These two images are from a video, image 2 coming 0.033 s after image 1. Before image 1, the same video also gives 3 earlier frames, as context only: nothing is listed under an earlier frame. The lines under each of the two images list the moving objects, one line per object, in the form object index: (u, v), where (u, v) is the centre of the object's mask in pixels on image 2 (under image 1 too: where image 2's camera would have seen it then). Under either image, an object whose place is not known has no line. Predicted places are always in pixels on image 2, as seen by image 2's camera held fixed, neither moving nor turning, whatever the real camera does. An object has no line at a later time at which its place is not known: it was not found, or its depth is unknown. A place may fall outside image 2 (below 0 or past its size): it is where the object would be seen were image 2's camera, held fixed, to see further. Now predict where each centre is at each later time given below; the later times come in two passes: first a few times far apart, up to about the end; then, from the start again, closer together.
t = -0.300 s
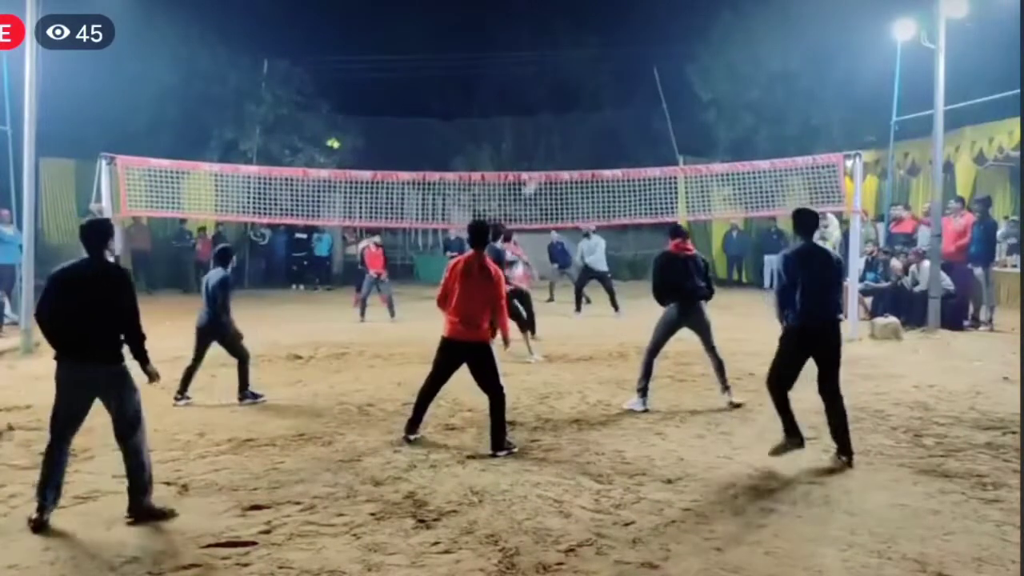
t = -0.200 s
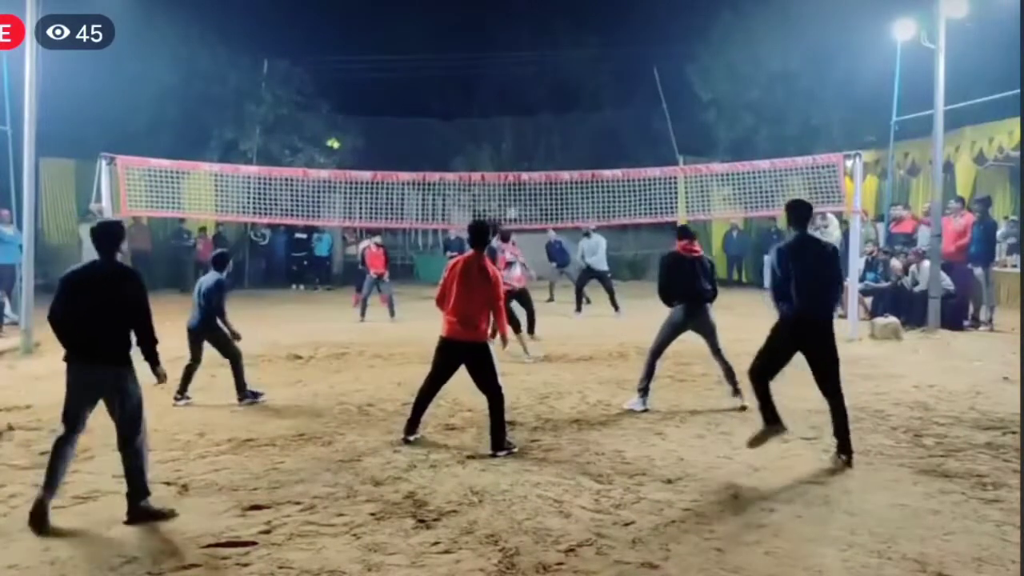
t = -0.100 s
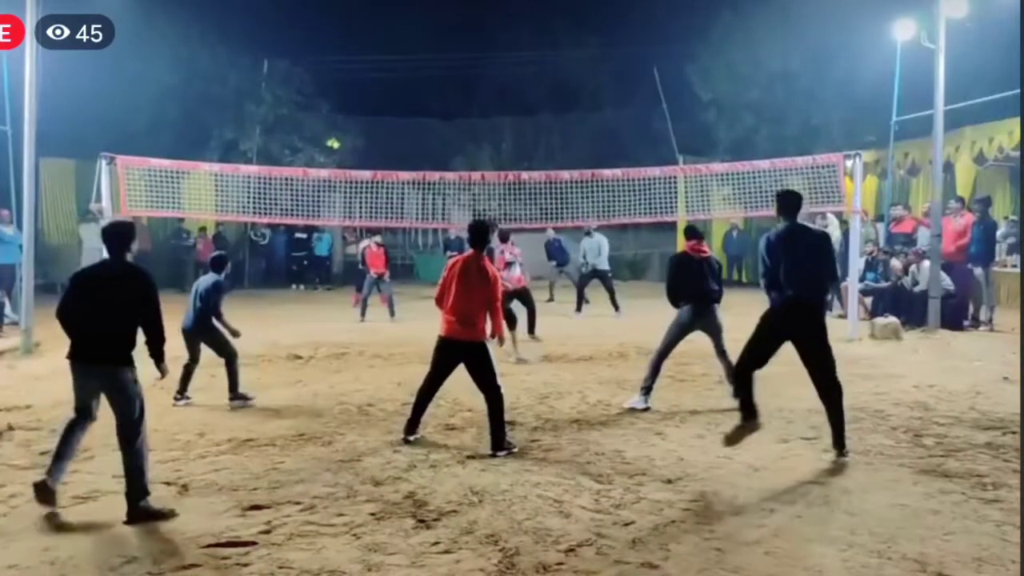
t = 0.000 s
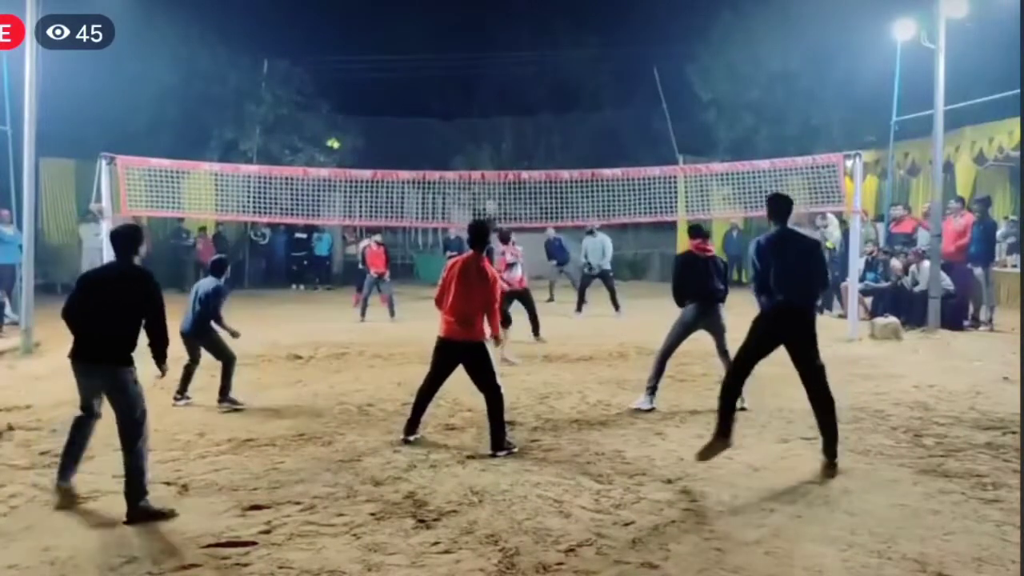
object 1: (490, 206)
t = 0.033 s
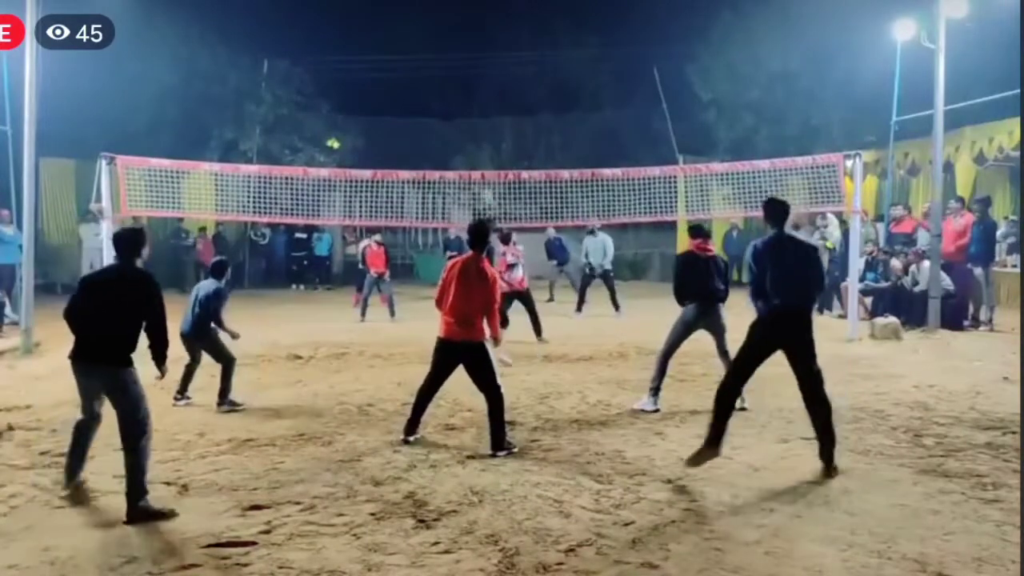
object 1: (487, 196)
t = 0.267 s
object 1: (470, 136)
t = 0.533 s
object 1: (443, 100)
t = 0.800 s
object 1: (408, 116)
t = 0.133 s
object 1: (479, 166)
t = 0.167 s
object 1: (478, 159)
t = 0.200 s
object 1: (476, 151)
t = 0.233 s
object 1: (473, 143)
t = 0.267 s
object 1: (470, 136)
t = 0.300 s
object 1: (467, 130)
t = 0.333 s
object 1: (464, 123)
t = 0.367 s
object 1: (461, 118)
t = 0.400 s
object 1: (458, 113)
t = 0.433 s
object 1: (455, 109)
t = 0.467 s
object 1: (451, 105)
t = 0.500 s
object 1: (447, 102)
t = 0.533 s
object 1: (443, 100)
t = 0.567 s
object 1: (439, 99)
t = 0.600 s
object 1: (435, 99)
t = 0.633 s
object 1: (432, 99)
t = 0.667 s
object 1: (427, 100)
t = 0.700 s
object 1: (423, 102)
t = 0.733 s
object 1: (418, 106)
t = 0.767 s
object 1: (413, 111)
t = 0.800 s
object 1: (408, 116)
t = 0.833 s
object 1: (403, 124)
